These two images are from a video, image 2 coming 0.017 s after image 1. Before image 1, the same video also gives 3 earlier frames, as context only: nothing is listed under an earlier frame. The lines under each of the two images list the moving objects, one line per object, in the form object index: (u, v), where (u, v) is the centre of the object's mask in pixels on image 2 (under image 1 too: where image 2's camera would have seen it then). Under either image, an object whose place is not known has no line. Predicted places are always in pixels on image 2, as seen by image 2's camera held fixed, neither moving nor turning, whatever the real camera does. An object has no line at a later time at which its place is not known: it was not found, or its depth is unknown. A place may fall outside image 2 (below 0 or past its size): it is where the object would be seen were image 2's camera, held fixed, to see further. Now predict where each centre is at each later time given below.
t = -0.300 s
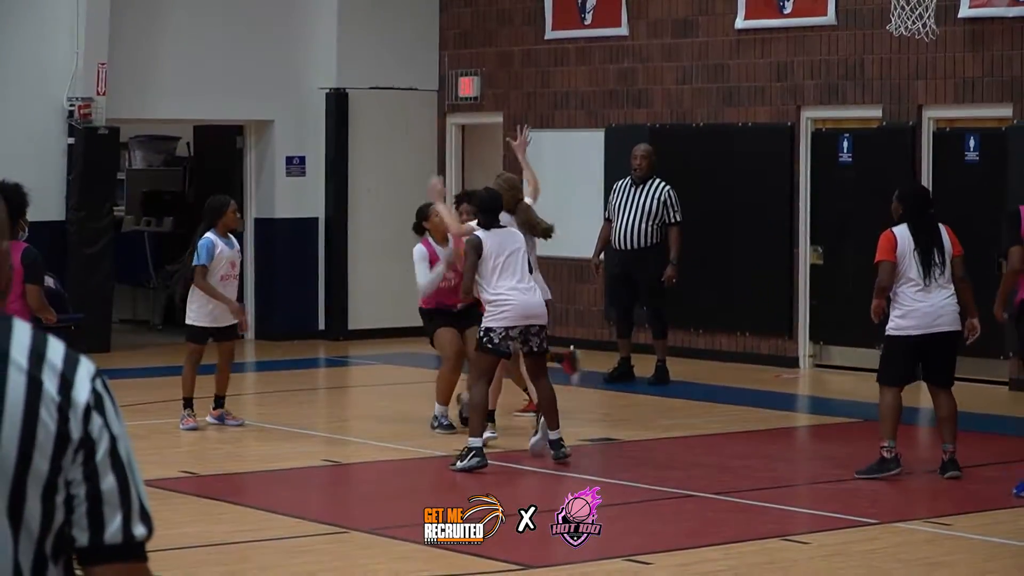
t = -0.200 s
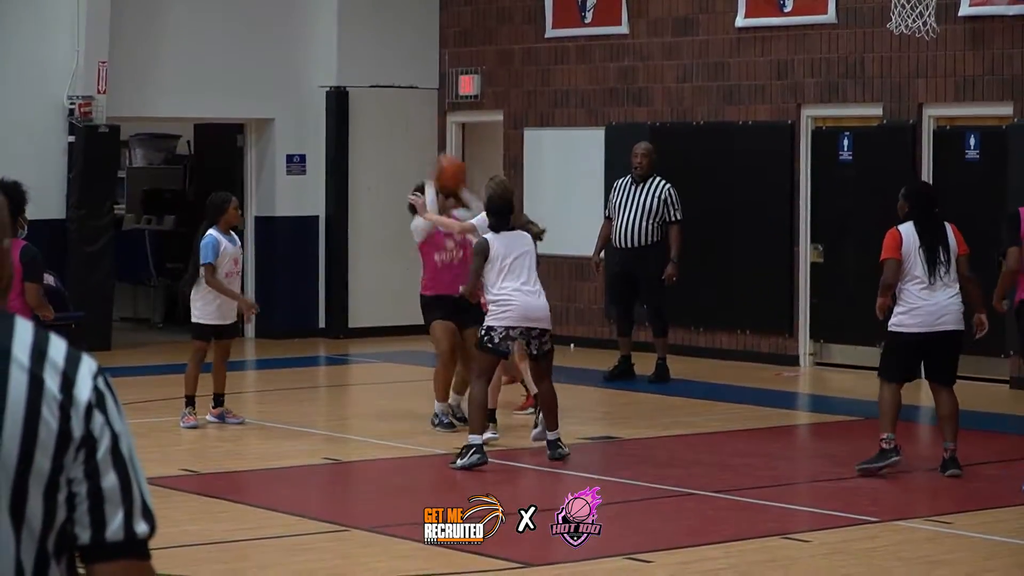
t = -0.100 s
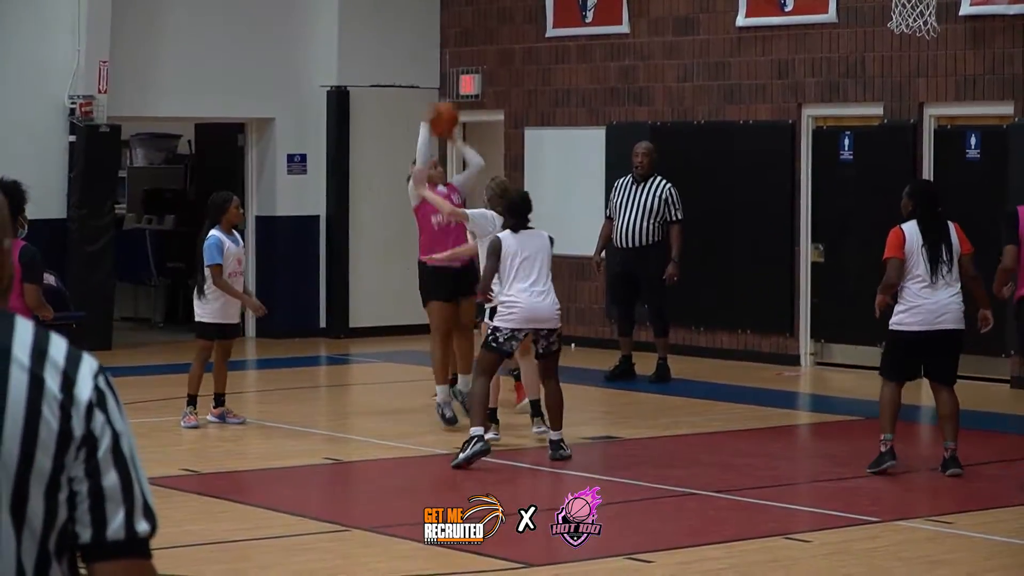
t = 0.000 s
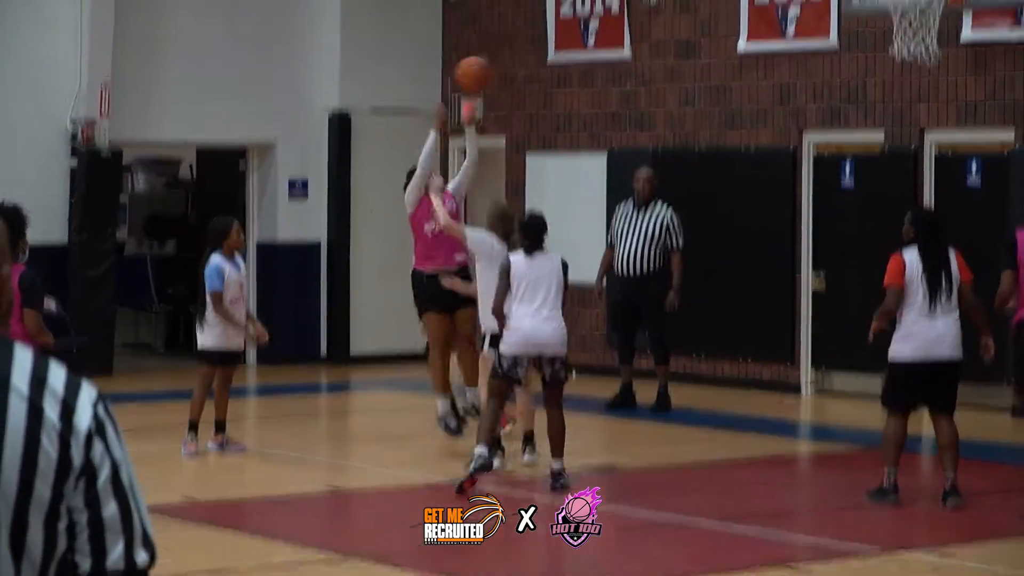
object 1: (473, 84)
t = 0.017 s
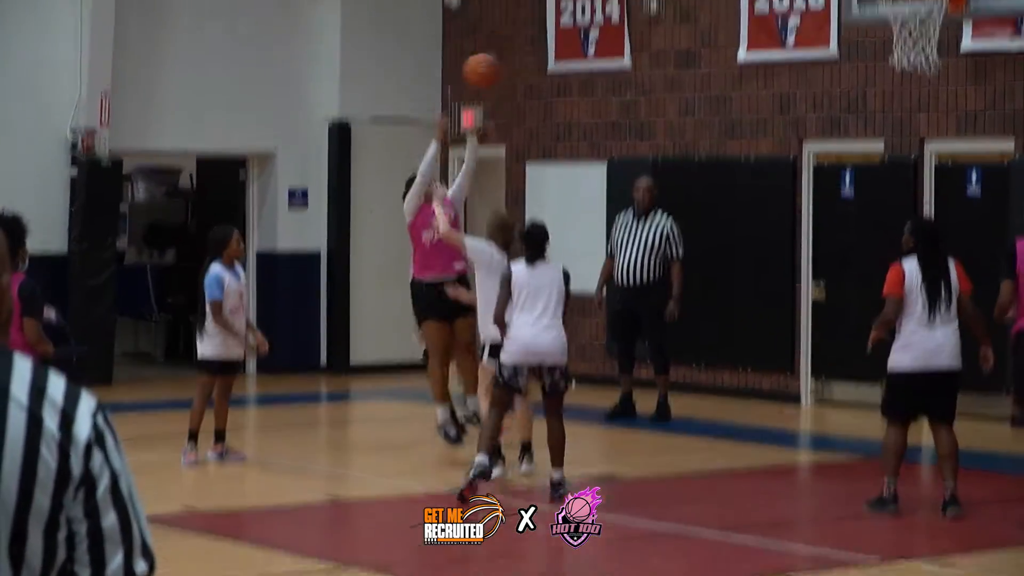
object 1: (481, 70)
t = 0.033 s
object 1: (488, 59)
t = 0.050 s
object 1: (496, 47)
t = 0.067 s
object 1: (503, 36)
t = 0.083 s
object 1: (511, 25)
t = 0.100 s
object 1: (519, 14)
